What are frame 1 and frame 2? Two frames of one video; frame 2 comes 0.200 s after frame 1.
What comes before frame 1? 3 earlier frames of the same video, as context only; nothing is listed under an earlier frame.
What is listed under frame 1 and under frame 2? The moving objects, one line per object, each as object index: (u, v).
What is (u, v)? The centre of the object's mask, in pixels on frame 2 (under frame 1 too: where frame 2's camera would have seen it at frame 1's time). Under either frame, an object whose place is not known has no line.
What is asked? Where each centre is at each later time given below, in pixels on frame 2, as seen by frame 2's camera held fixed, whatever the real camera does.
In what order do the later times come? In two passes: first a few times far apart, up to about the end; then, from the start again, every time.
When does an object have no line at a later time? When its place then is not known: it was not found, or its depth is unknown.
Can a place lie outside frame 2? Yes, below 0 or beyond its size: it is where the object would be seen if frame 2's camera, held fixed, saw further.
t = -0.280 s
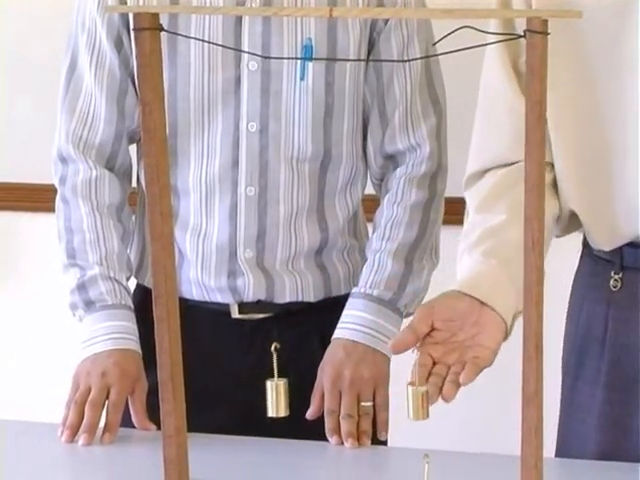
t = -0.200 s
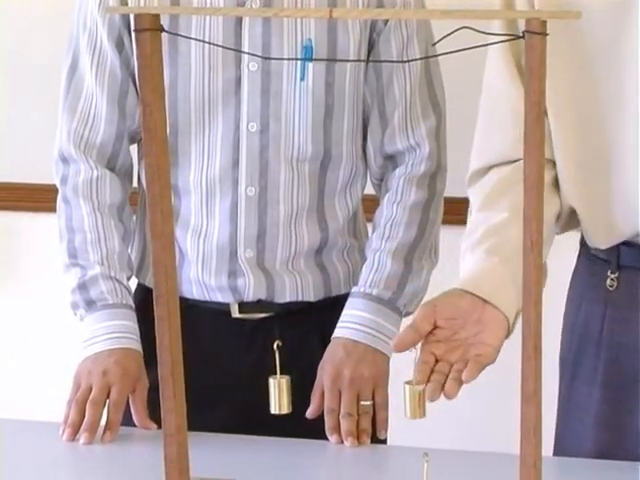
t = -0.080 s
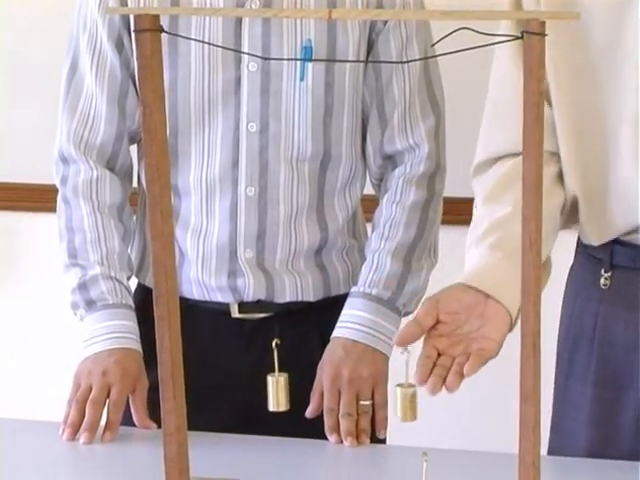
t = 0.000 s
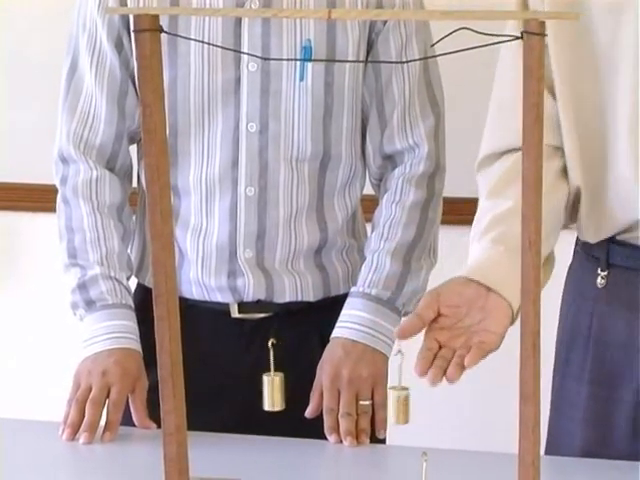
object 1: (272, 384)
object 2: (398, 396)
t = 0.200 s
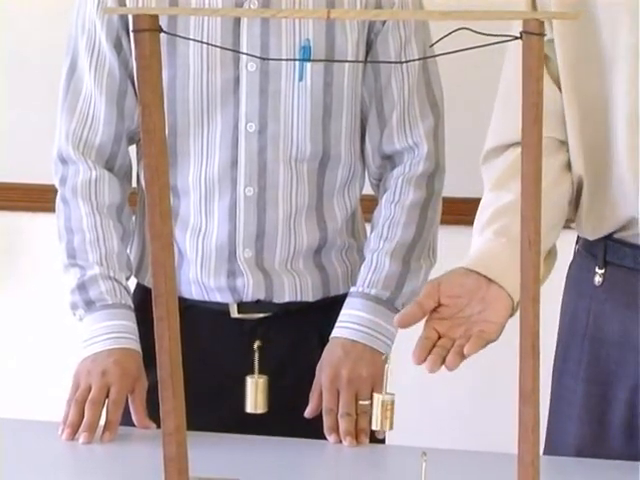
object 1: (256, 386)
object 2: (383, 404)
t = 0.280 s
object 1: (250, 389)
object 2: (381, 403)
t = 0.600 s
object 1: (251, 393)
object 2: (399, 401)
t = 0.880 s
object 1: (273, 390)
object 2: (414, 392)
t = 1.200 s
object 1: (272, 384)
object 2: (399, 396)
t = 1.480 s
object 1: (251, 387)
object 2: (383, 405)
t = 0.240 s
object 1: (253, 387)
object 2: (382, 404)
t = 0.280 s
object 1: (250, 389)
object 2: (381, 403)
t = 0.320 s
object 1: (248, 389)
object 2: (382, 405)
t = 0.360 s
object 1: (246, 390)
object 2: (382, 405)
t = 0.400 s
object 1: (245, 390)
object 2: (383, 406)
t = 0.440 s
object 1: (245, 391)
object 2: (385, 406)
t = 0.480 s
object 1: (245, 392)
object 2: (388, 405)
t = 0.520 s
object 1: (247, 393)
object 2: (392, 403)
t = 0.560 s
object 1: (249, 392)
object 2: (395, 402)
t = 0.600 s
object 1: (251, 393)
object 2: (399, 401)
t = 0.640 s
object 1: (254, 392)
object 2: (402, 401)
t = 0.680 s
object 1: (257, 392)
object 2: (405, 399)
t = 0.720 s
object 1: (261, 392)
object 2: (408, 398)
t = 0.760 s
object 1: (264, 391)
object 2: (410, 397)
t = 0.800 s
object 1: (267, 391)
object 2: (412, 395)
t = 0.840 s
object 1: (271, 390)
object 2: (413, 393)
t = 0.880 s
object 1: (273, 390)
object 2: (414, 392)
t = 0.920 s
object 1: (276, 389)
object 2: (414, 391)
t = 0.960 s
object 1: (277, 388)
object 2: (413, 391)
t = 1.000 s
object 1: (278, 387)
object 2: (412, 391)
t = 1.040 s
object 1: (278, 386)
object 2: (410, 391)
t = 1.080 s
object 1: (278, 385)
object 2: (407, 392)
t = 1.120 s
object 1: (276, 384)
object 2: (405, 393)
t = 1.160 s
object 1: (275, 384)
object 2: (402, 394)
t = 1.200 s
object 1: (272, 384)
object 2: (399, 396)
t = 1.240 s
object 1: (270, 383)
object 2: (396, 398)
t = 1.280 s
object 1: (267, 383)
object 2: (392, 399)
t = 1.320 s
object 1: (263, 384)
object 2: (389, 399)
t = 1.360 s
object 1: (260, 384)
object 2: (387, 401)
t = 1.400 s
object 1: (257, 385)
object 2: (385, 404)
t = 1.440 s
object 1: (254, 386)
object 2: (384, 404)
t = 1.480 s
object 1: (251, 387)
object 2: (383, 405)
